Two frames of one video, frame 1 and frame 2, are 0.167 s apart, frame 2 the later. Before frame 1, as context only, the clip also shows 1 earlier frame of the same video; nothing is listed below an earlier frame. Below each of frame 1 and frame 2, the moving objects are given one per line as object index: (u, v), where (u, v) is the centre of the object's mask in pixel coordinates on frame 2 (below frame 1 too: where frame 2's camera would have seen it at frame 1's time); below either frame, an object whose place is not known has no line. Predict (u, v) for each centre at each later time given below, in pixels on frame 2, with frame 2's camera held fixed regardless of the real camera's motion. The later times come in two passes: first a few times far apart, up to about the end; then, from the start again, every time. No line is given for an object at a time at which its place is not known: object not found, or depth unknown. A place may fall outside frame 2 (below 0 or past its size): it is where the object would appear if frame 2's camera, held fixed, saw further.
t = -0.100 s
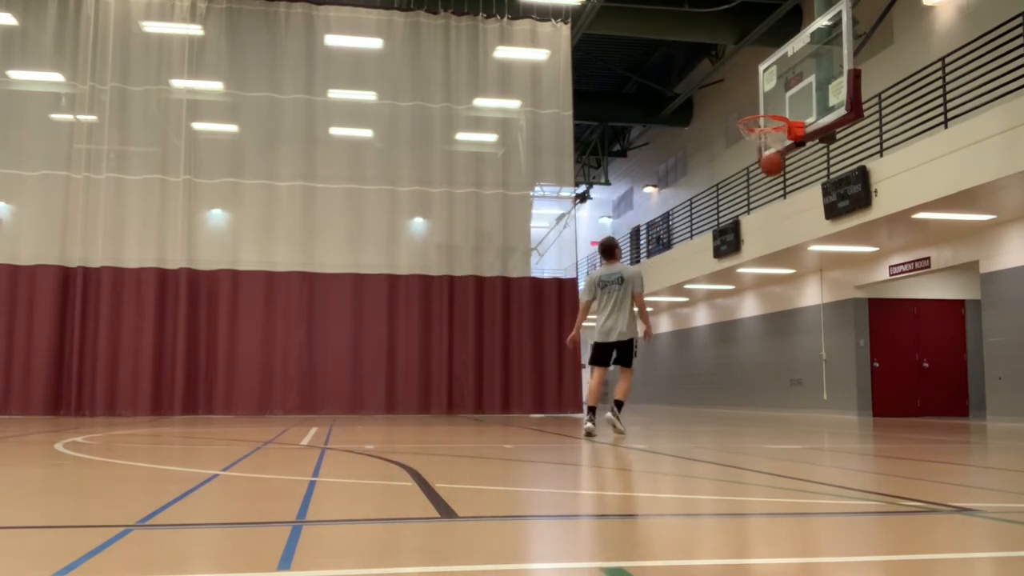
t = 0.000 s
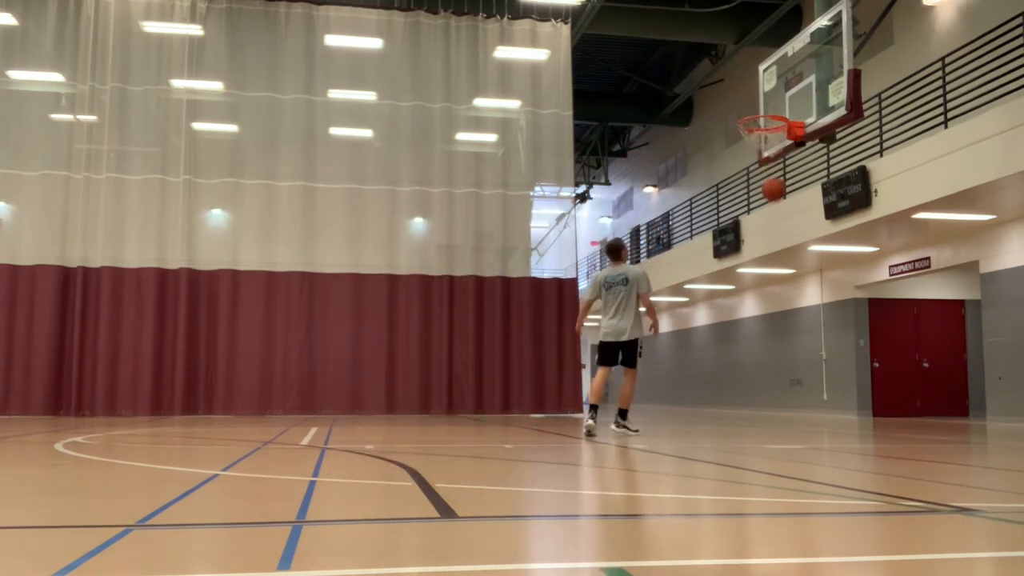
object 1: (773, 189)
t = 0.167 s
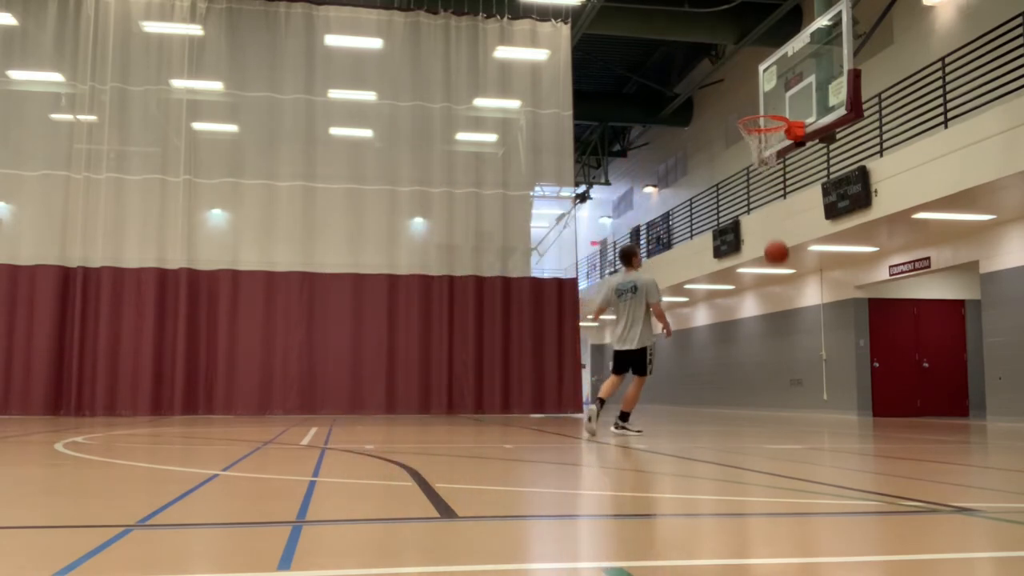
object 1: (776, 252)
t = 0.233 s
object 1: (778, 285)
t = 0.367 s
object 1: (781, 363)
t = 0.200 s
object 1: (777, 267)
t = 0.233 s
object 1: (778, 285)
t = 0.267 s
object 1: (779, 302)
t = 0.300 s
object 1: (780, 322)
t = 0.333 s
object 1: (780, 341)
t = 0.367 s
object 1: (781, 363)
